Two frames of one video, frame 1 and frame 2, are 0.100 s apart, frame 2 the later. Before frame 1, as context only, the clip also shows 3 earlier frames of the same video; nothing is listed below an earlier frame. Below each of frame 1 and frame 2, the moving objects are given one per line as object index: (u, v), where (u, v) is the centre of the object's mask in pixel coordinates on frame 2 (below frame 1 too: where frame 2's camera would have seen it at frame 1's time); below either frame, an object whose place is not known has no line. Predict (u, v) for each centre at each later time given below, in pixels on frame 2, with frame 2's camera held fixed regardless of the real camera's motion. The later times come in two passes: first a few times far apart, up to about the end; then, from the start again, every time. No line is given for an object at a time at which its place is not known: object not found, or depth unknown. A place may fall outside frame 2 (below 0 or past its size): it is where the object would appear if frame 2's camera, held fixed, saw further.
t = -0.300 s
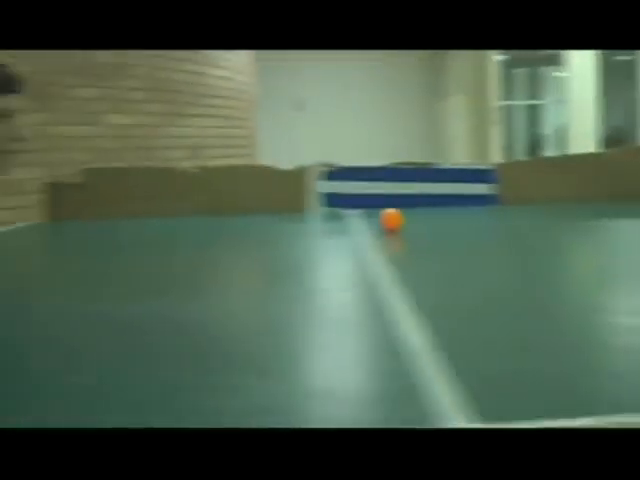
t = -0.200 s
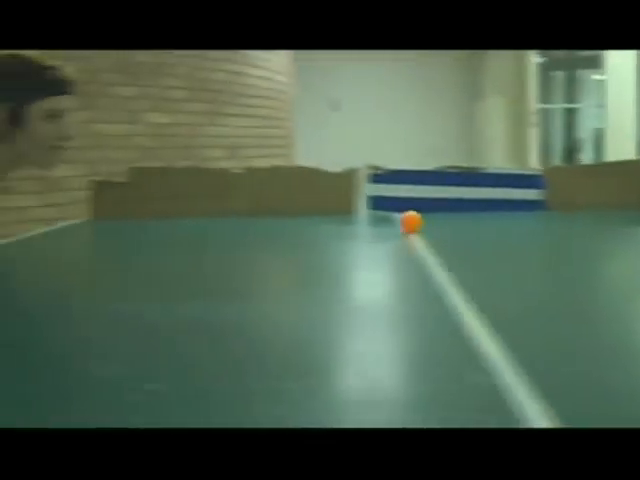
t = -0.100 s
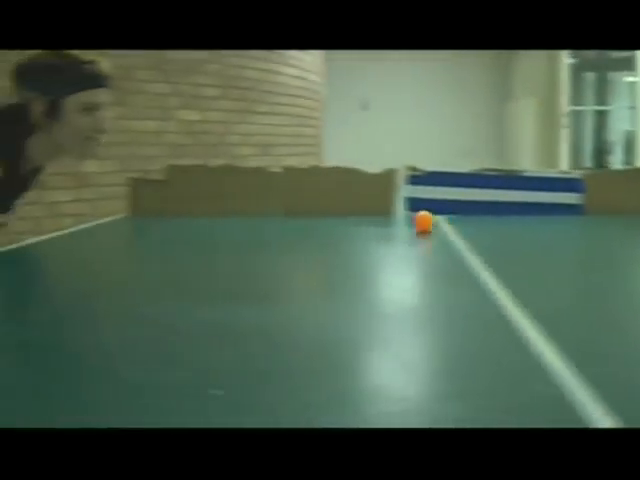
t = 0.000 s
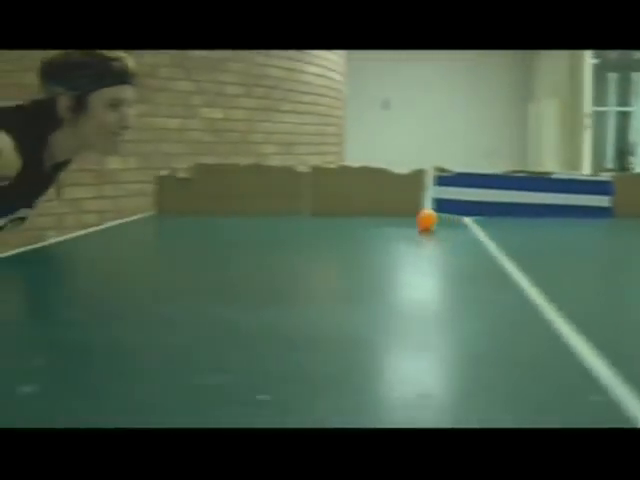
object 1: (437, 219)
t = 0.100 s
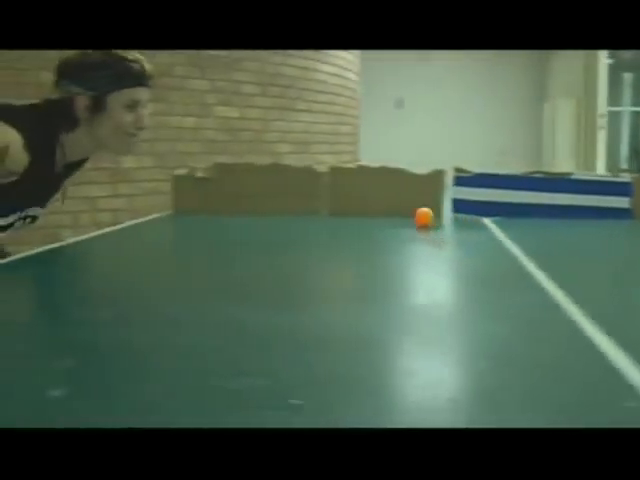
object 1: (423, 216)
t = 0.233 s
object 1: (403, 212)
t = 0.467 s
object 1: (378, 204)
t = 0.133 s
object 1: (418, 215)
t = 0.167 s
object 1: (413, 214)
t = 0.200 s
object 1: (407, 213)
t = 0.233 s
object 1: (403, 212)
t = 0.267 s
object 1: (399, 211)
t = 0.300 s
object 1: (394, 211)
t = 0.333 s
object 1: (392, 207)
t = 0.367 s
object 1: (388, 209)
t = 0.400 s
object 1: (385, 205)
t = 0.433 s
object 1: (382, 204)
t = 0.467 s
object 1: (378, 204)
